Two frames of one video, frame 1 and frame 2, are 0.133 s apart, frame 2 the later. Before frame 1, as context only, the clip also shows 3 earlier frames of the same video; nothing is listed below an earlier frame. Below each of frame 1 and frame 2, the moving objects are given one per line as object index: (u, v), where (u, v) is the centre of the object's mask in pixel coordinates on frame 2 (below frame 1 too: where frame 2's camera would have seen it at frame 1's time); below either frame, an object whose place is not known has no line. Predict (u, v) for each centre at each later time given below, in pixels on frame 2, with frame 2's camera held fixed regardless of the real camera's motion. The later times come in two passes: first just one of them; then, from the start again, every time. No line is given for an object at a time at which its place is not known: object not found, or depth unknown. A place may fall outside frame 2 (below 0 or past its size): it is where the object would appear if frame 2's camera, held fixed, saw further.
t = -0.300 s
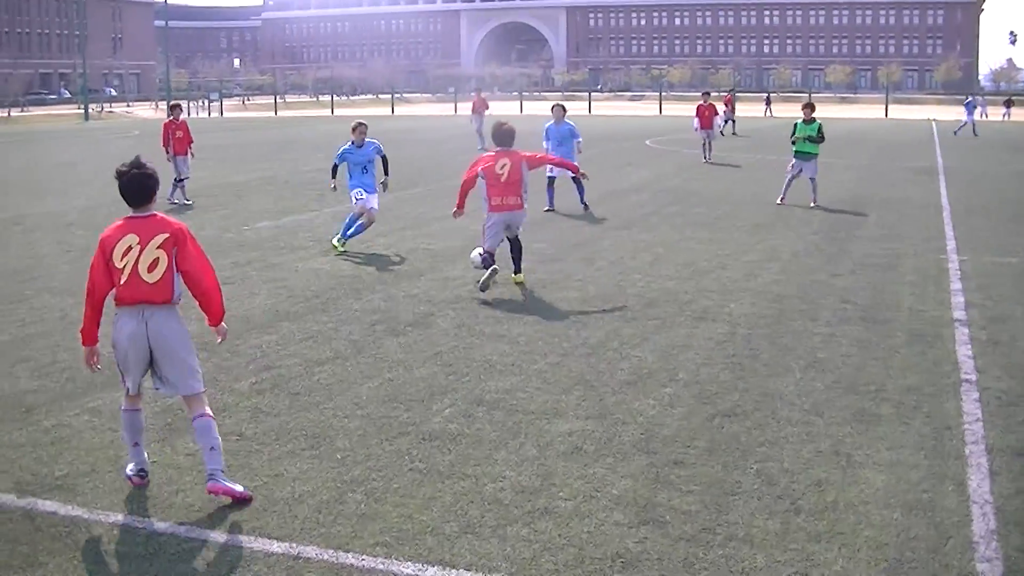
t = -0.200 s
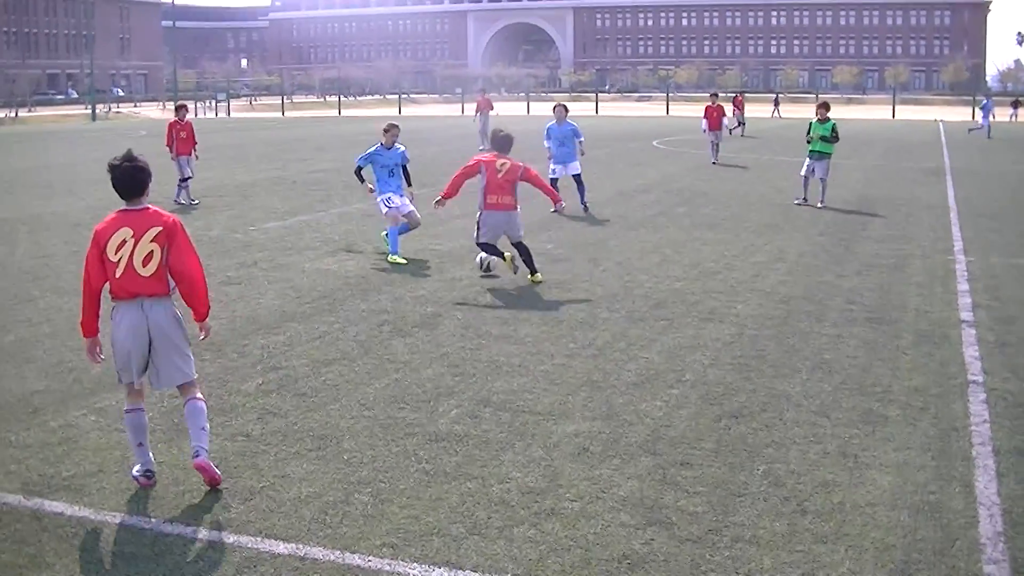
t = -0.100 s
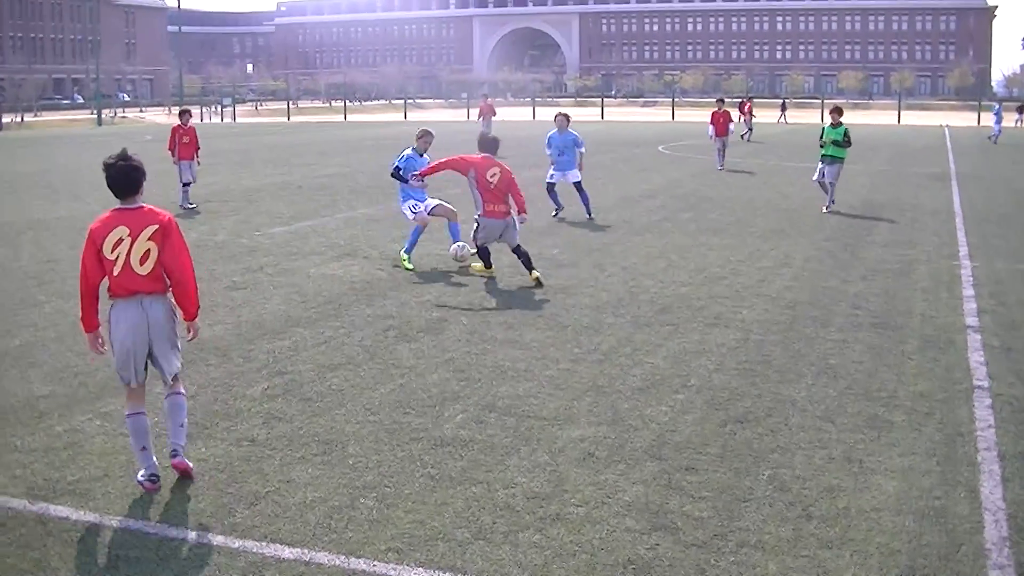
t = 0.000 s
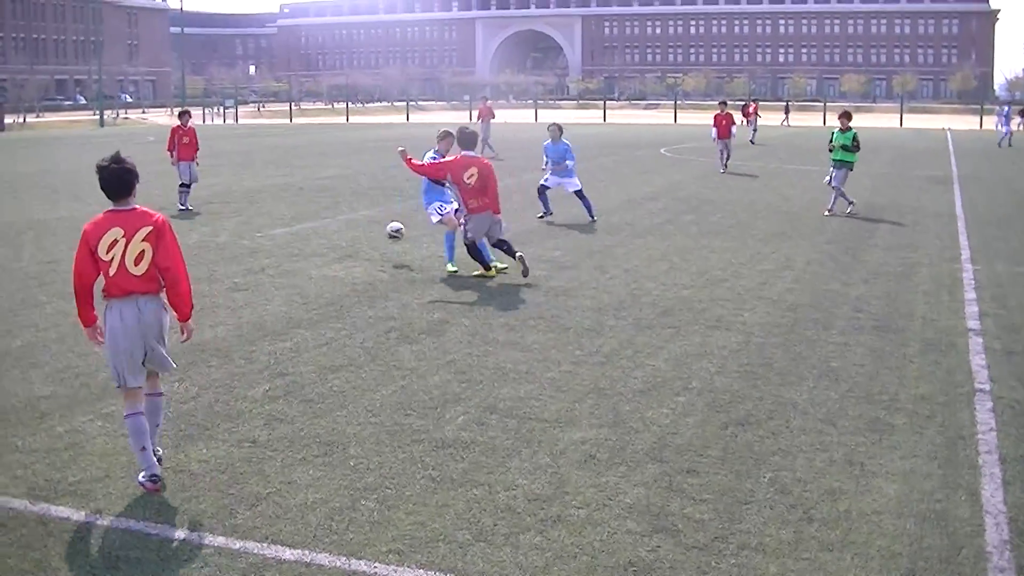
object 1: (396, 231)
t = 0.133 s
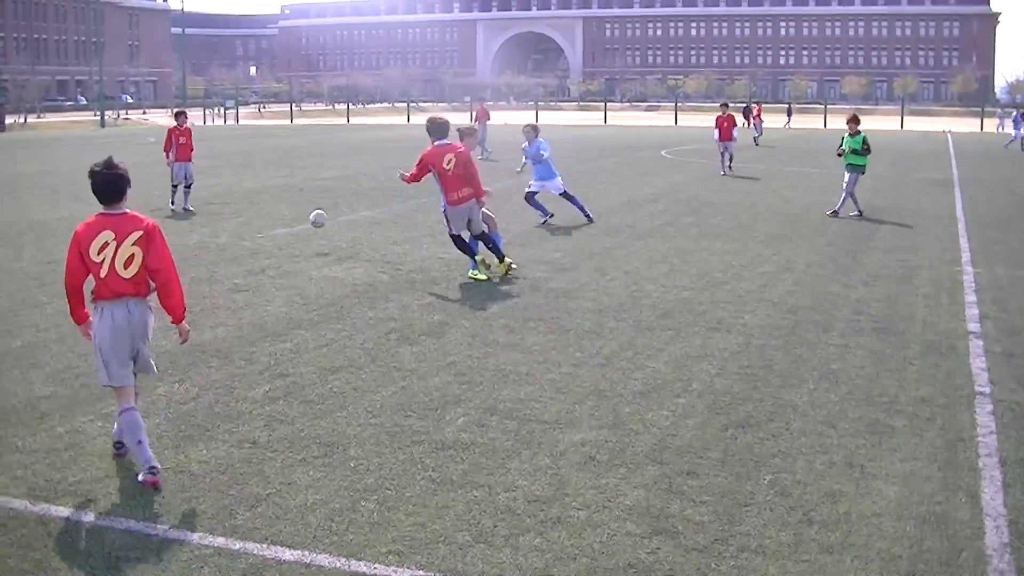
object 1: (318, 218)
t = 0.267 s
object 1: (253, 218)
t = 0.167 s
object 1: (300, 217)
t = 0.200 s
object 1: (284, 217)
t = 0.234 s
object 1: (268, 216)
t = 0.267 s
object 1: (253, 218)
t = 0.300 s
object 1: (237, 221)
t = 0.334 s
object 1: (222, 223)
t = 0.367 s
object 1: (208, 227)
